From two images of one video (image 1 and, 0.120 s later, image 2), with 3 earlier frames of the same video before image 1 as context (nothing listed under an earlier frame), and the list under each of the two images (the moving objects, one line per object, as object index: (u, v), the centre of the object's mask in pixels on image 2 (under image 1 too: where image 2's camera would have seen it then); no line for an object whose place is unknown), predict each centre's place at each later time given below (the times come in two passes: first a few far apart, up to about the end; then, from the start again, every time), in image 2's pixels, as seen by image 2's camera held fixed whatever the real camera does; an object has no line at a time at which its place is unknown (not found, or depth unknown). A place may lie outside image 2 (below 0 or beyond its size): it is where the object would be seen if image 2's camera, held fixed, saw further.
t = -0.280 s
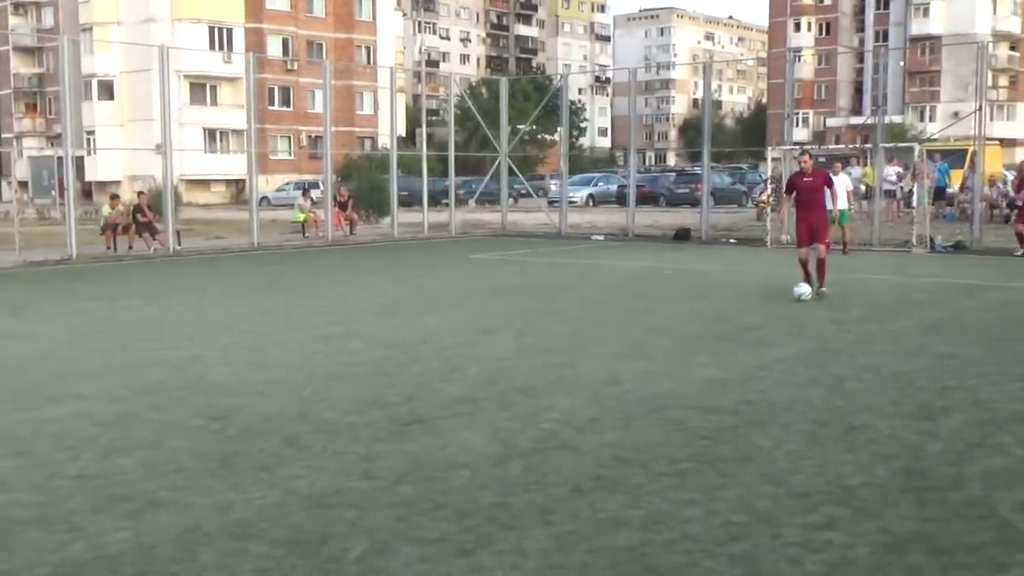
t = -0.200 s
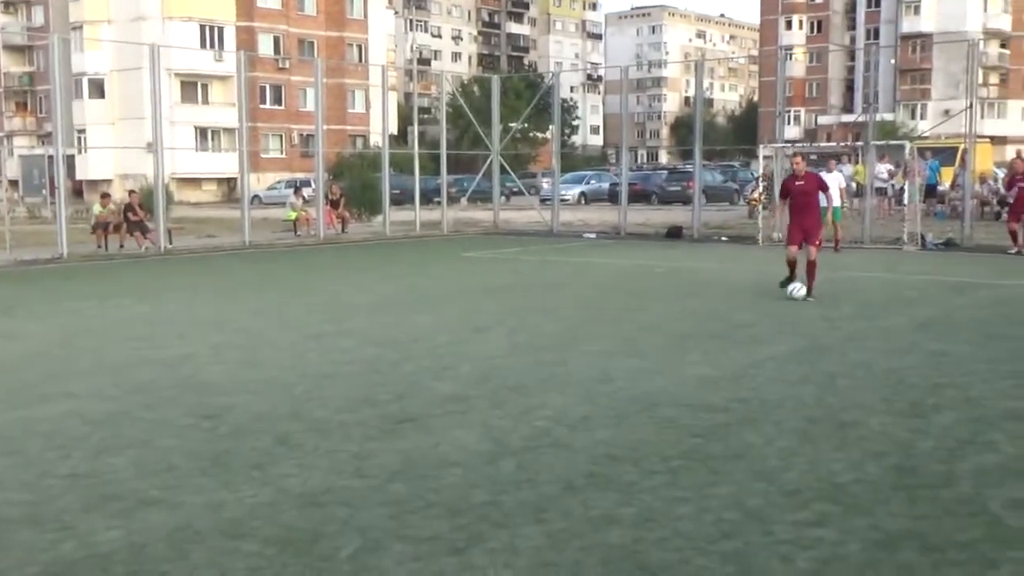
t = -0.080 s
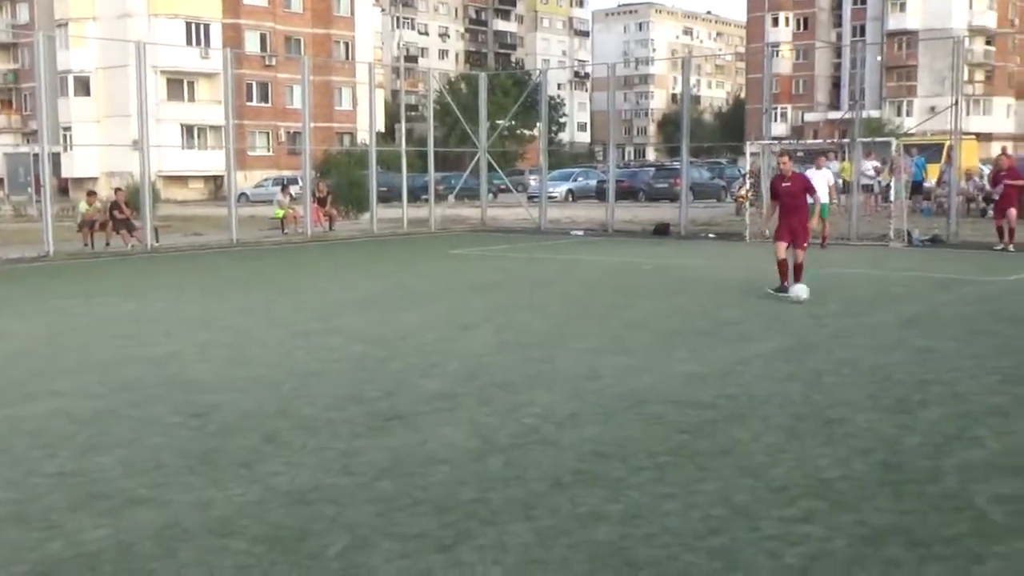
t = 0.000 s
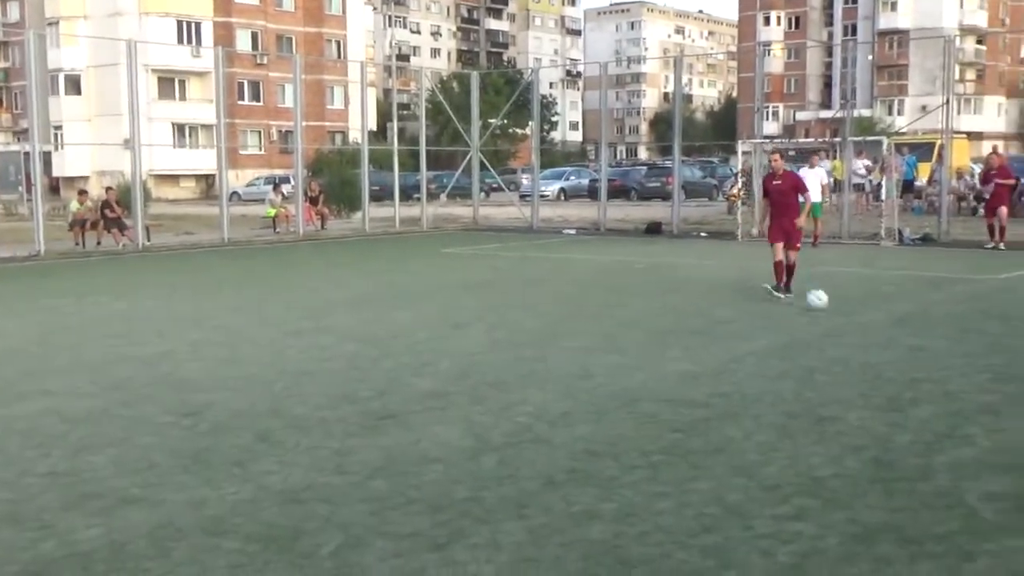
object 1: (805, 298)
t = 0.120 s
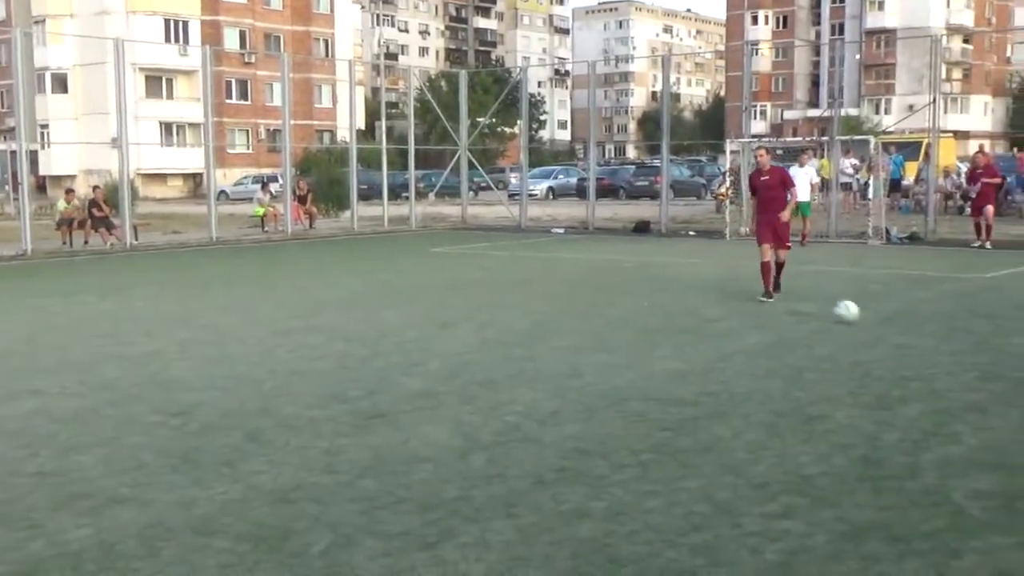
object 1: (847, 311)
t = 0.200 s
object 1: (878, 321)
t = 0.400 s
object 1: (965, 347)
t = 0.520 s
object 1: (1023, 366)
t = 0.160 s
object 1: (862, 315)
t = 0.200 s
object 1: (878, 321)
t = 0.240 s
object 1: (894, 325)
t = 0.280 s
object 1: (910, 331)
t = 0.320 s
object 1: (927, 335)
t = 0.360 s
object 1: (946, 342)
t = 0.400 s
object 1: (965, 347)
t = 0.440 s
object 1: (983, 351)
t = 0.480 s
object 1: (1003, 358)
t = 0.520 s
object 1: (1023, 366)
